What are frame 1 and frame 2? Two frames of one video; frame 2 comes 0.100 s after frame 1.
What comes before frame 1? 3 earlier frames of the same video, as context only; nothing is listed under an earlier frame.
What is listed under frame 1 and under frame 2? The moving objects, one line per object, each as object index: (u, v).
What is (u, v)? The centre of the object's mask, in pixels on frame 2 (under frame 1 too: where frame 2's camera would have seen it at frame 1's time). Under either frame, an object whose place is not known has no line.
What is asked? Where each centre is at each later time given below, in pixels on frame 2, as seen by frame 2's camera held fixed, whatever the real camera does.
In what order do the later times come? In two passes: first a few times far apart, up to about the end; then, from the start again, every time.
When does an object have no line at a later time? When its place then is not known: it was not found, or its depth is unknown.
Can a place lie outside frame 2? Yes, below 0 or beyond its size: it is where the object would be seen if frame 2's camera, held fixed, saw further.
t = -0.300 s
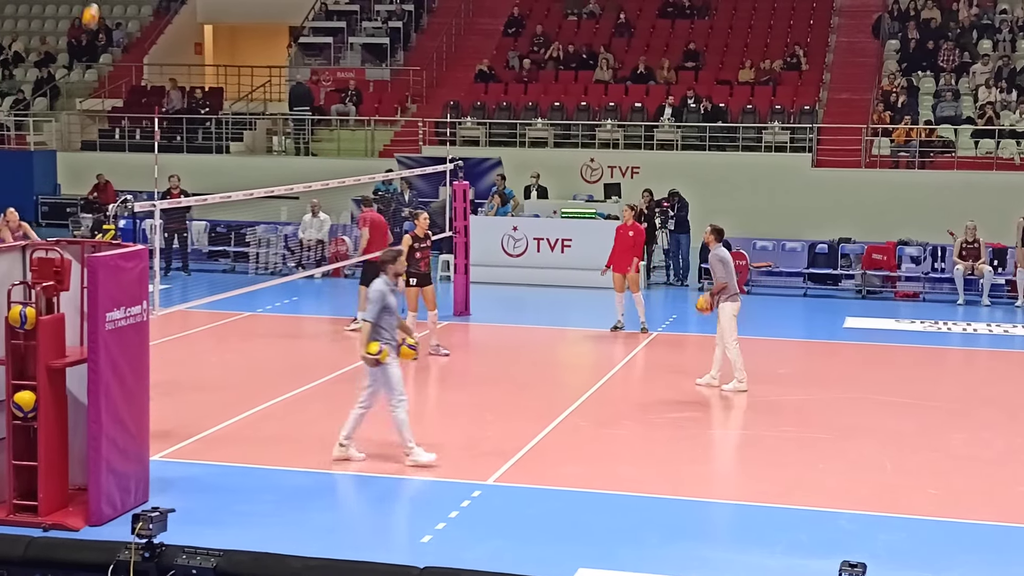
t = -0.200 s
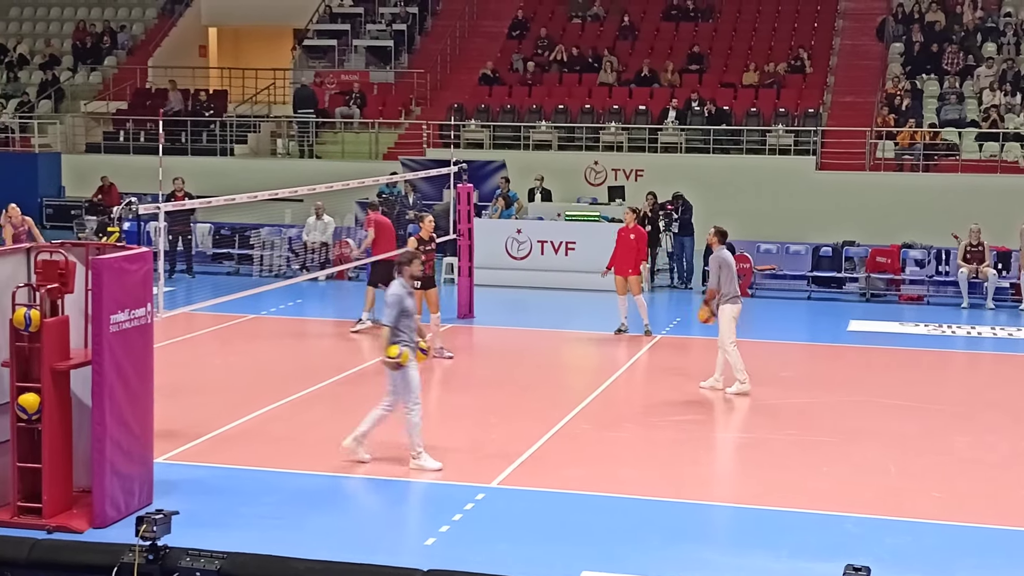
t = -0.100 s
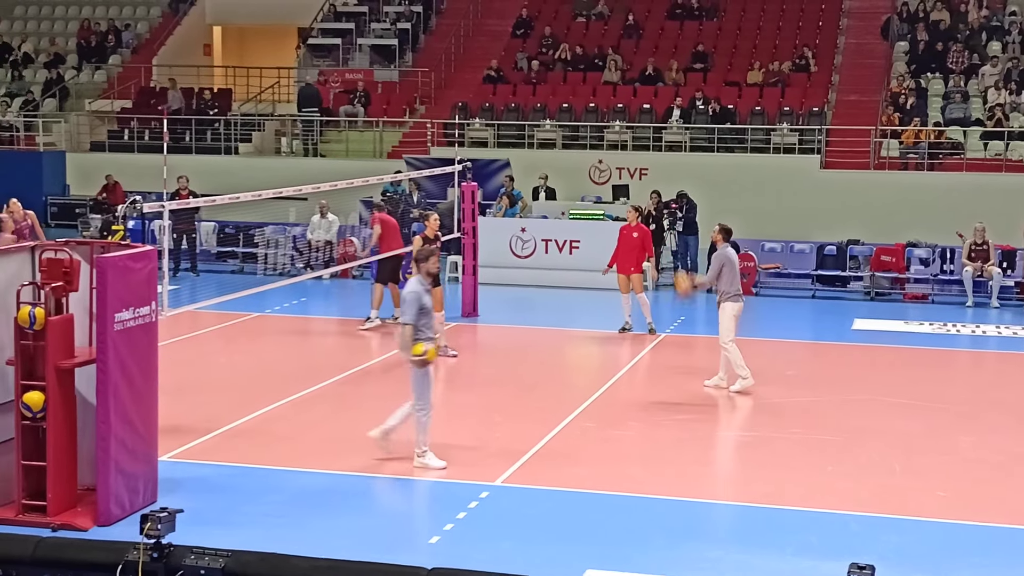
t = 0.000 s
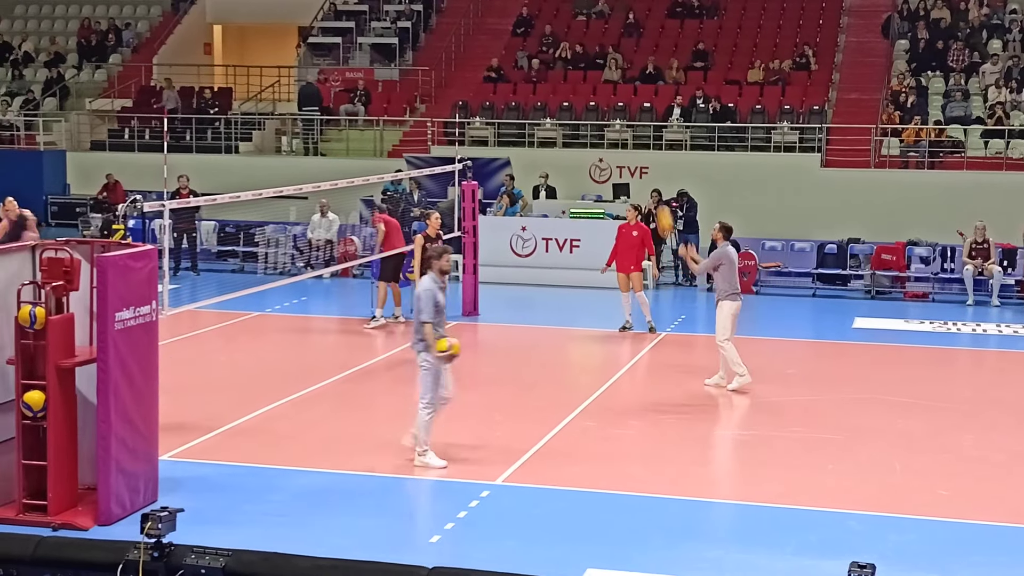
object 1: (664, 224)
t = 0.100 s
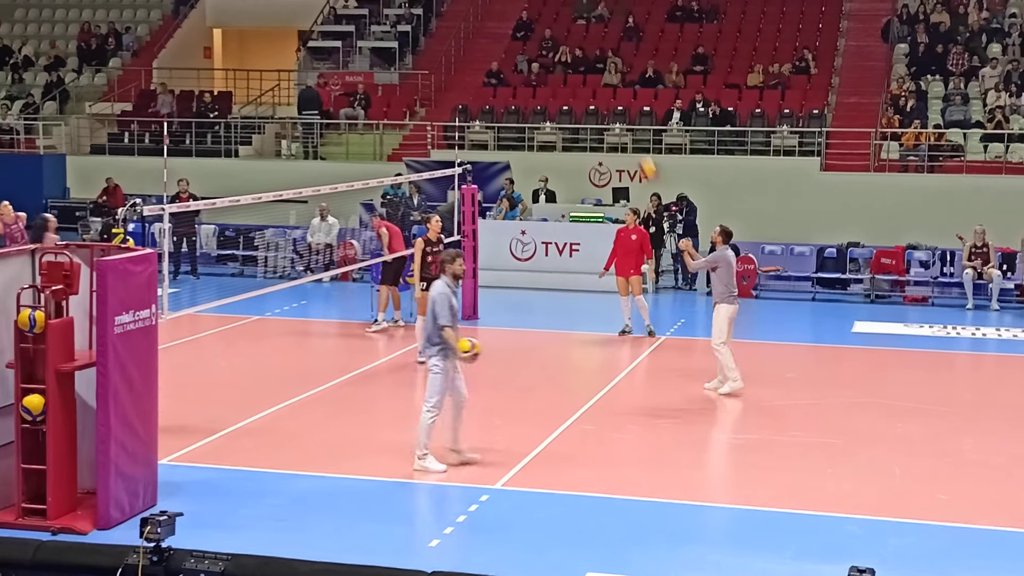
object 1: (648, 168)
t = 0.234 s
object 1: (625, 110)
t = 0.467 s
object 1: (588, 45)
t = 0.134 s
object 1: (642, 150)
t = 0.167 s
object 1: (637, 138)
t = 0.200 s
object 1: (631, 123)
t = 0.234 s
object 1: (625, 110)
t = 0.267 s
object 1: (620, 97)
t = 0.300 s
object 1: (614, 86)
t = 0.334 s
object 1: (609, 76)
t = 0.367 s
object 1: (604, 67)
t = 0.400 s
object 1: (598, 58)
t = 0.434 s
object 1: (593, 51)
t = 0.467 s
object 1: (588, 45)
